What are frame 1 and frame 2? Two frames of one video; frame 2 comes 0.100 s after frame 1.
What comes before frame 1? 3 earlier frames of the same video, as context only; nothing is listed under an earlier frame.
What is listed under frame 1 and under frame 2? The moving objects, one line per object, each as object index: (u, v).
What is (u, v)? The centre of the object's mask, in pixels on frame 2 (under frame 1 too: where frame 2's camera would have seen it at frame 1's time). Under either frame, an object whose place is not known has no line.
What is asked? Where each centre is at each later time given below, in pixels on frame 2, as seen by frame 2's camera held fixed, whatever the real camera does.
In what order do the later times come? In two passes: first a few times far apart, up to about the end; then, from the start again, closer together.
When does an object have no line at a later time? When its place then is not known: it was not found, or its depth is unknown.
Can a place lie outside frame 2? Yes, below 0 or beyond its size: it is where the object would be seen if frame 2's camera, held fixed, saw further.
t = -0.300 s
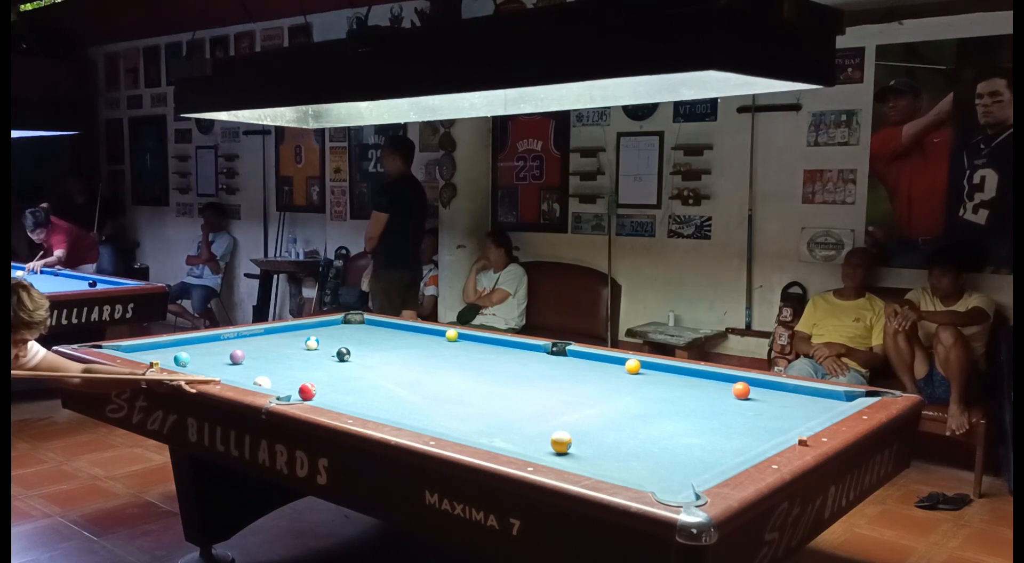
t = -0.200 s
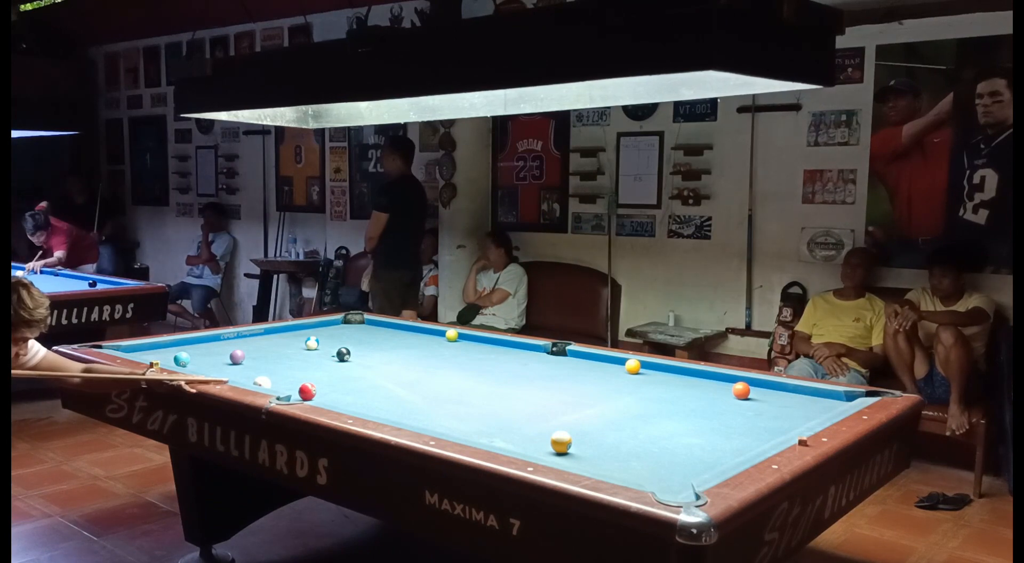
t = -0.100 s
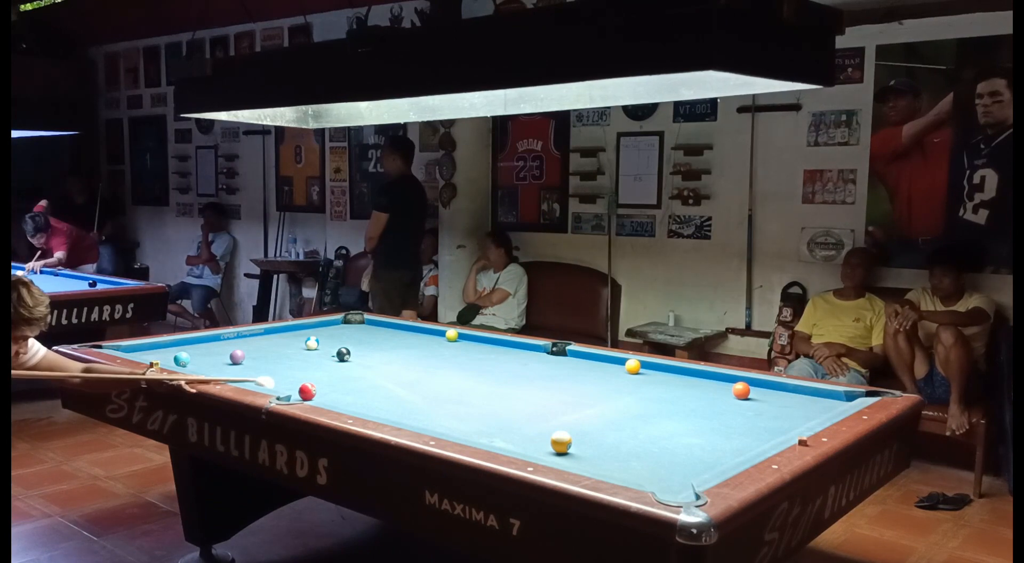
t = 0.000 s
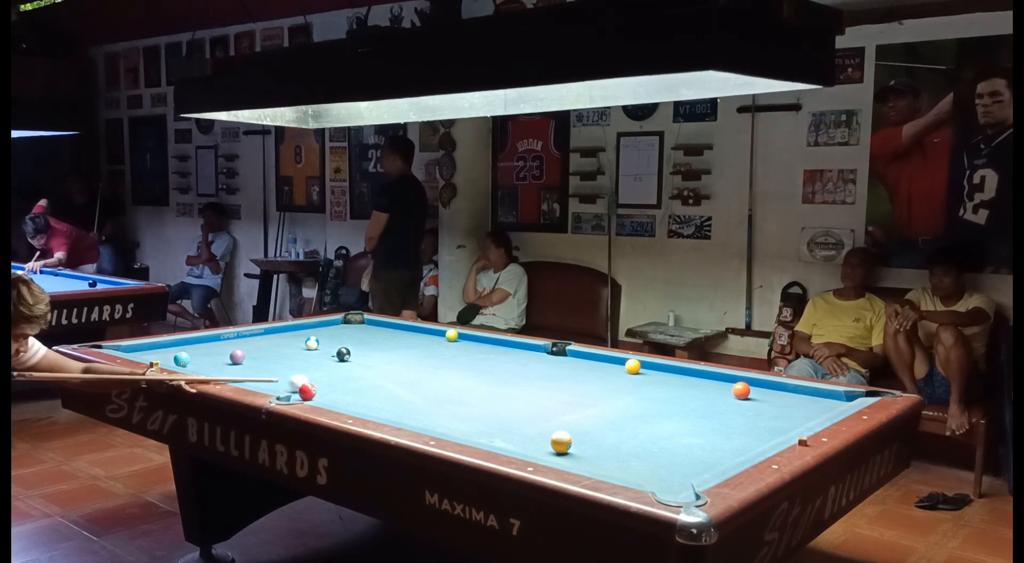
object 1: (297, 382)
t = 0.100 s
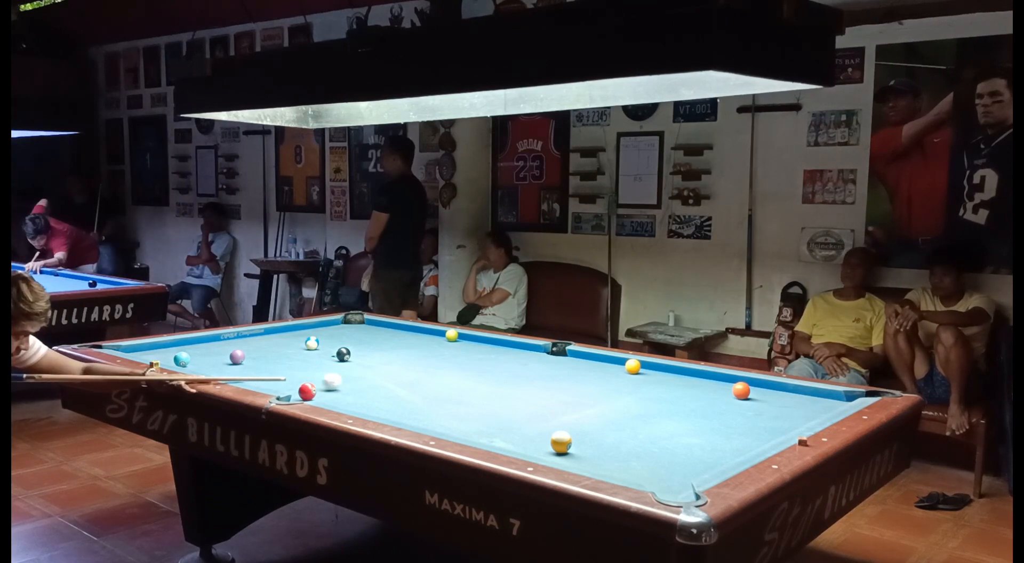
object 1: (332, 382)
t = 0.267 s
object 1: (384, 380)
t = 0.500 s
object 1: (454, 376)
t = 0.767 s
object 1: (527, 373)
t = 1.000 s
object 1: (586, 370)
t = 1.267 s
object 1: (639, 370)
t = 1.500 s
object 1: (672, 373)
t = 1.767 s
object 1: (708, 376)
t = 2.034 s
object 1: (733, 378)
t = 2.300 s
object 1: (751, 382)
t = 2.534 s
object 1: (763, 386)
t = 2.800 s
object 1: (776, 389)
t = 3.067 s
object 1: (787, 392)
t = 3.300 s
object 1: (795, 394)
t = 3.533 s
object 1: (802, 396)
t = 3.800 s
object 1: (809, 398)
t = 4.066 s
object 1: (813, 399)
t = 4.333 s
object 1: (816, 399)
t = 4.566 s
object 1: (816, 399)
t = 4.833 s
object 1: (816, 399)
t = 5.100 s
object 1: (815, 399)
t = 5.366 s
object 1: (815, 400)
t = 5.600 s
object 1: (815, 399)
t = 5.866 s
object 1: (815, 399)
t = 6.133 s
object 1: (816, 399)
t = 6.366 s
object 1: (815, 399)
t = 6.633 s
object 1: (816, 399)
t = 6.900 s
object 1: (816, 399)
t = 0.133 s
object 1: (343, 381)
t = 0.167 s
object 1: (353, 381)
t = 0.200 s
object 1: (363, 380)
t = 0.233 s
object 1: (374, 380)
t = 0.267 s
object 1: (384, 380)
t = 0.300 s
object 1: (394, 379)
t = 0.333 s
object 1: (405, 379)
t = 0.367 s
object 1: (415, 378)
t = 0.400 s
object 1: (425, 378)
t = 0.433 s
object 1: (435, 377)
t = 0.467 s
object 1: (444, 376)
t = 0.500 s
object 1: (454, 376)
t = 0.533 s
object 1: (463, 376)
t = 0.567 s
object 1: (473, 375)
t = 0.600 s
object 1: (482, 375)
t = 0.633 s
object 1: (491, 375)
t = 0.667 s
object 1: (500, 374)
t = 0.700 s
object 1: (509, 374)
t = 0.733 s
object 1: (518, 373)
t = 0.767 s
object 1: (527, 373)
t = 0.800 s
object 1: (536, 372)
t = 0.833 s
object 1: (545, 372)
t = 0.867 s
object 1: (553, 372)
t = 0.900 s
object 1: (562, 371)
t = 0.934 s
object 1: (570, 371)
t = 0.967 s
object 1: (578, 371)
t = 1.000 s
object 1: (586, 370)
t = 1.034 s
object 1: (595, 370)
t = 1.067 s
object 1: (603, 370)
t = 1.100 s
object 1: (610, 369)
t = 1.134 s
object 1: (618, 369)
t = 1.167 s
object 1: (625, 369)
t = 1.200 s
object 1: (629, 369)
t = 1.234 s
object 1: (635, 369)
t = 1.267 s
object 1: (639, 370)
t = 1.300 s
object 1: (644, 370)
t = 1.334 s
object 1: (649, 370)
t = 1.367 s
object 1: (653, 371)
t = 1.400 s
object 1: (658, 372)
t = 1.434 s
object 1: (663, 372)
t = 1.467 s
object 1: (668, 372)
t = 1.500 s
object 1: (672, 373)
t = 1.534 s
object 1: (677, 373)
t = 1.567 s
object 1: (681, 374)
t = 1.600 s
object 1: (686, 374)
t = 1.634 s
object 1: (690, 374)
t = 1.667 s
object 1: (695, 375)
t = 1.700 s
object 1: (699, 375)
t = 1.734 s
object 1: (703, 375)
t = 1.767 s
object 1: (708, 376)
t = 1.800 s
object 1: (712, 376)
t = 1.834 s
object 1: (717, 376)
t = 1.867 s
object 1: (721, 377)
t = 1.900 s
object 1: (726, 377)
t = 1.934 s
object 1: (728, 377)
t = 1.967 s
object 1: (730, 378)
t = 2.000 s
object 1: (732, 378)
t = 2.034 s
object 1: (733, 378)
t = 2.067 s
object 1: (736, 378)
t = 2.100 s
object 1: (738, 378)
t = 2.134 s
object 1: (740, 378)
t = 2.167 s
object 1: (742, 379)
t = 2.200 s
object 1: (745, 379)
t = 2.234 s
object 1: (747, 380)
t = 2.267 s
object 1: (749, 381)
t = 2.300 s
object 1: (751, 382)
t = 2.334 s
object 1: (753, 383)
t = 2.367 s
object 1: (754, 384)
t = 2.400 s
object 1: (756, 384)
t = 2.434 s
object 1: (758, 385)
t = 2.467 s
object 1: (759, 385)
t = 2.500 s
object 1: (761, 386)
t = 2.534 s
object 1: (763, 386)
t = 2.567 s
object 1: (764, 386)
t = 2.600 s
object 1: (766, 387)
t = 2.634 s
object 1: (768, 387)
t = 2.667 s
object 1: (770, 388)
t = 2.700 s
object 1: (771, 388)
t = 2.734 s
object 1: (772, 389)
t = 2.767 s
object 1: (774, 389)
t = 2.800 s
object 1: (776, 389)
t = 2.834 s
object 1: (777, 390)
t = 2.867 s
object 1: (779, 390)
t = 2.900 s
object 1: (780, 391)
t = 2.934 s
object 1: (782, 391)
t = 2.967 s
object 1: (783, 391)
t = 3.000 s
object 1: (784, 392)
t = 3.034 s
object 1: (786, 392)
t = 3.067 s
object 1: (787, 392)
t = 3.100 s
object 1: (788, 393)
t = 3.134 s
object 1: (790, 393)
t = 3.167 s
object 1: (791, 393)
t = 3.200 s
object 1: (792, 394)
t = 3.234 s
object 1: (793, 394)
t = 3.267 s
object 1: (794, 394)
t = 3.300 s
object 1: (795, 394)
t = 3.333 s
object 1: (796, 395)
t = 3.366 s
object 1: (798, 395)
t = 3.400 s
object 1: (799, 395)
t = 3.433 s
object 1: (800, 396)
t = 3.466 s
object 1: (801, 396)
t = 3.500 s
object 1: (802, 396)
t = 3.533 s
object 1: (802, 396)
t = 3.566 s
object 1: (803, 396)
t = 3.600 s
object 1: (804, 397)
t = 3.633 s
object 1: (805, 397)
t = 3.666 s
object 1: (806, 397)
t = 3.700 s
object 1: (807, 397)
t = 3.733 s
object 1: (807, 398)
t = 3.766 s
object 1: (808, 398)
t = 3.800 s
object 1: (809, 398)
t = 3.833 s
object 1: (809, 398)
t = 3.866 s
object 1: (810, 398)
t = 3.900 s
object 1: (811, 398)
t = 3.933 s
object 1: (811, 398)
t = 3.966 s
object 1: (812, 399)
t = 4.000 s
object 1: (812, 398)
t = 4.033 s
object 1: (813, 398)
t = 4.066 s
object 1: (813, 399)
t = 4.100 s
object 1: (814, 399)
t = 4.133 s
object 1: (814, 399)
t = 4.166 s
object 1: (814, 399)
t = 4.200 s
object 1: (815, 399)
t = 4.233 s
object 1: (815, 399)
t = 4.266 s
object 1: (815, 399)
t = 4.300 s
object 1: (816, 399)
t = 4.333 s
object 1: (816, 399)
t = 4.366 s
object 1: (816, 399)
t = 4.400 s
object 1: (816, 399)
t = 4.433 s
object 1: (816, 399)
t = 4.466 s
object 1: (816, 399)
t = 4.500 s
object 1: (816, 399)
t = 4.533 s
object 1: (816, 400)
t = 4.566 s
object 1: (816, 399)
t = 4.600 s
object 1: (816, 399)
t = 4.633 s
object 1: (815, 399)
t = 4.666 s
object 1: (815, 400)
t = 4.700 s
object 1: (816, 399)
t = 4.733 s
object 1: (816, 399)
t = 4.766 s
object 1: (816, 399)
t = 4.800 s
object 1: (816, 399)
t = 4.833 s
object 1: (816, 399)
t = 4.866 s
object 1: (816, 399)
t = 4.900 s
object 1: (815, 399)
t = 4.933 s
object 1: (815, 400)
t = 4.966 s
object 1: (815, 399)
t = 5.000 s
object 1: (815, 400)
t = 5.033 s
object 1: (815, 399)
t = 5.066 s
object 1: (816, 399)
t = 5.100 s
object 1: (815, 399)
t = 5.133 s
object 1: (815, 399)
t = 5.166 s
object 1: (815, 399)
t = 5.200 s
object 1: (815, 399)
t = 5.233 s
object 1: (816, 399)
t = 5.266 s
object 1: (815, 400)
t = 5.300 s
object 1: (815, 400)
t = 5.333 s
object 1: (815, 400)
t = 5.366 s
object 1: (815, 400)
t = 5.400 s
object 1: (815, 400)
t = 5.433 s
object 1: (816, 399)
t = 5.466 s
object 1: (815, 399)
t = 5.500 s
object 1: (815, 399)
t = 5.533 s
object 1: (815, 399)
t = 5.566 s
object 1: (815, 399)
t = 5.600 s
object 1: (815, 399)
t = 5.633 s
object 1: (815, 400)
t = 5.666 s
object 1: (815, 399)
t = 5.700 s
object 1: (815, 400)
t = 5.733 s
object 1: (815, 400)
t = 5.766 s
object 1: (815, 400)
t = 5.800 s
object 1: (816, 399)
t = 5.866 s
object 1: (815, 399)
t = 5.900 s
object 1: (815, 400)
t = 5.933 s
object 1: (816, 399)
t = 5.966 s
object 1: (815, 400)
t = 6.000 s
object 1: (815, 400)
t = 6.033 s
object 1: (815, 400)
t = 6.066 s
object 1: (815, 400)
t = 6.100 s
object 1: (816, 399)
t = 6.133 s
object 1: (816, 399)
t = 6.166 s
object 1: (815, 399)
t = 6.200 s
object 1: (816, 399)
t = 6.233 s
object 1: (815, 400)
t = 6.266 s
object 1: (816, 399)
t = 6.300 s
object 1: (815, 400)
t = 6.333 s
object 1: (815, 400)
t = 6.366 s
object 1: (815, 399)
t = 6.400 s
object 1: (816, 399)
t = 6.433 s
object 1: (815, 399)
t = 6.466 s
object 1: (815, 399)
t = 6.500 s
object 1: (815, 399)
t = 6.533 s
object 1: (816, 399)
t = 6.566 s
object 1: (815, 399)
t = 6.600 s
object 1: (816, 399)
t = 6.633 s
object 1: (816, 399)
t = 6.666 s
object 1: (816, 399)
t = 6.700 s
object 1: (816, 399)
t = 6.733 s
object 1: (815, 400)
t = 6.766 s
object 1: (815, 400)
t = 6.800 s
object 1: (815, 400)
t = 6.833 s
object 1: (815, 400)
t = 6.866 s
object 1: (815, 400)
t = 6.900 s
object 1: (816, 399)
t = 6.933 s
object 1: (816, 400)
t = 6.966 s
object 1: (816, 399)
